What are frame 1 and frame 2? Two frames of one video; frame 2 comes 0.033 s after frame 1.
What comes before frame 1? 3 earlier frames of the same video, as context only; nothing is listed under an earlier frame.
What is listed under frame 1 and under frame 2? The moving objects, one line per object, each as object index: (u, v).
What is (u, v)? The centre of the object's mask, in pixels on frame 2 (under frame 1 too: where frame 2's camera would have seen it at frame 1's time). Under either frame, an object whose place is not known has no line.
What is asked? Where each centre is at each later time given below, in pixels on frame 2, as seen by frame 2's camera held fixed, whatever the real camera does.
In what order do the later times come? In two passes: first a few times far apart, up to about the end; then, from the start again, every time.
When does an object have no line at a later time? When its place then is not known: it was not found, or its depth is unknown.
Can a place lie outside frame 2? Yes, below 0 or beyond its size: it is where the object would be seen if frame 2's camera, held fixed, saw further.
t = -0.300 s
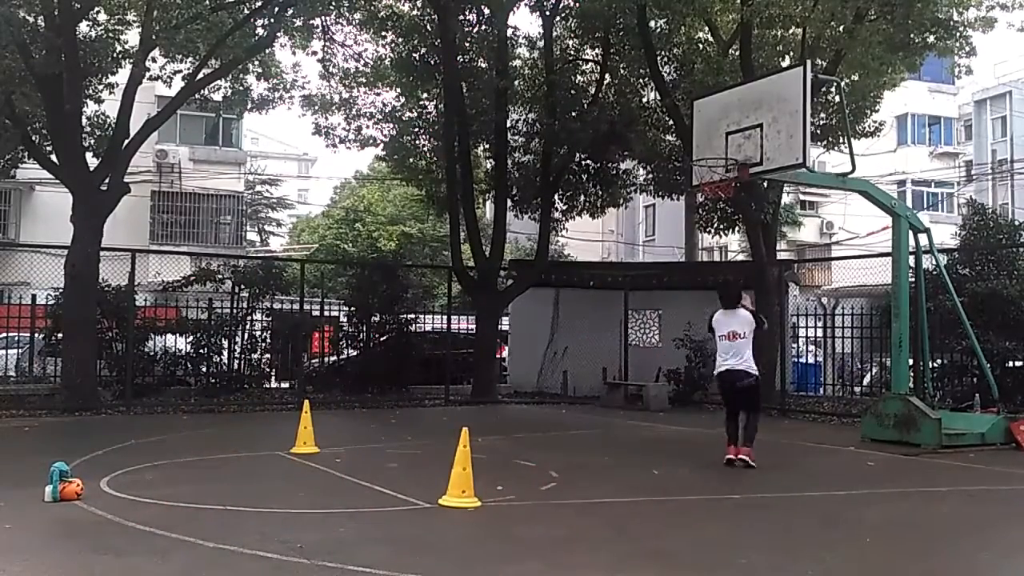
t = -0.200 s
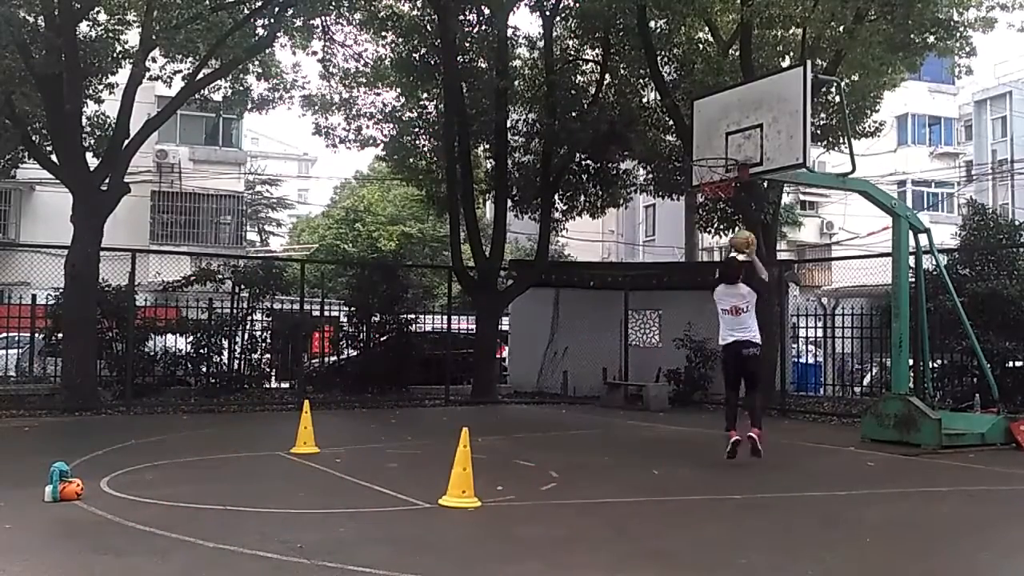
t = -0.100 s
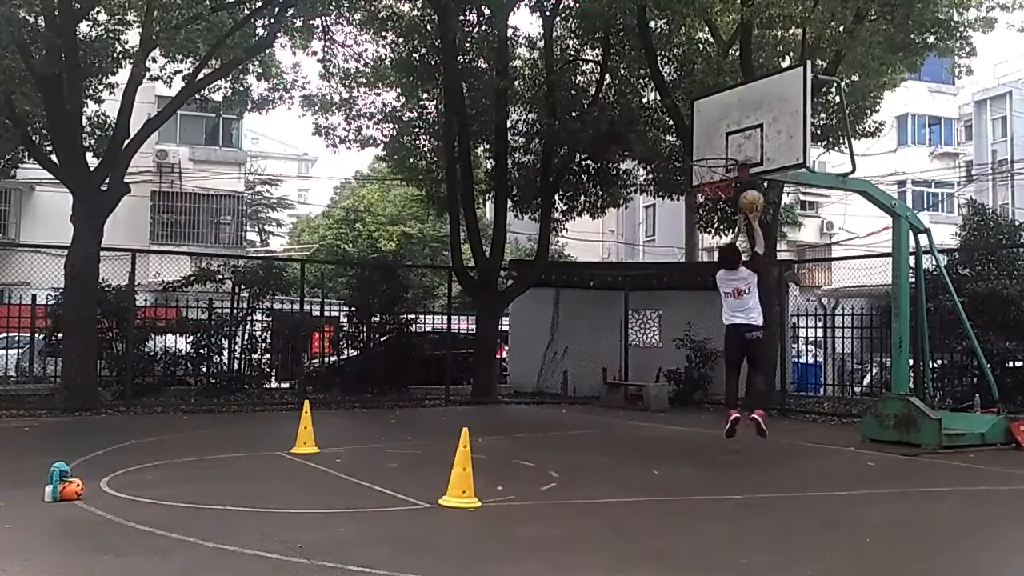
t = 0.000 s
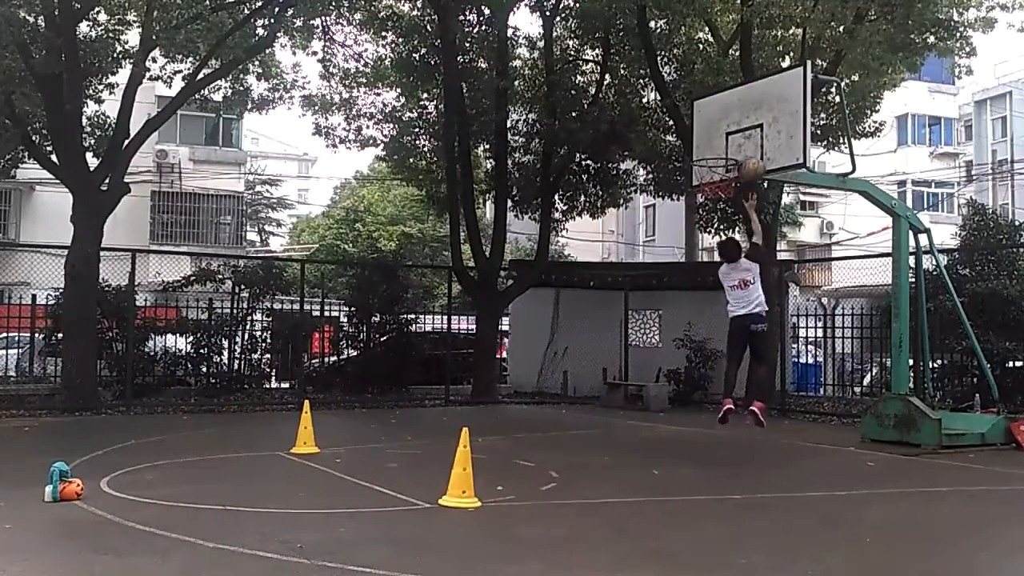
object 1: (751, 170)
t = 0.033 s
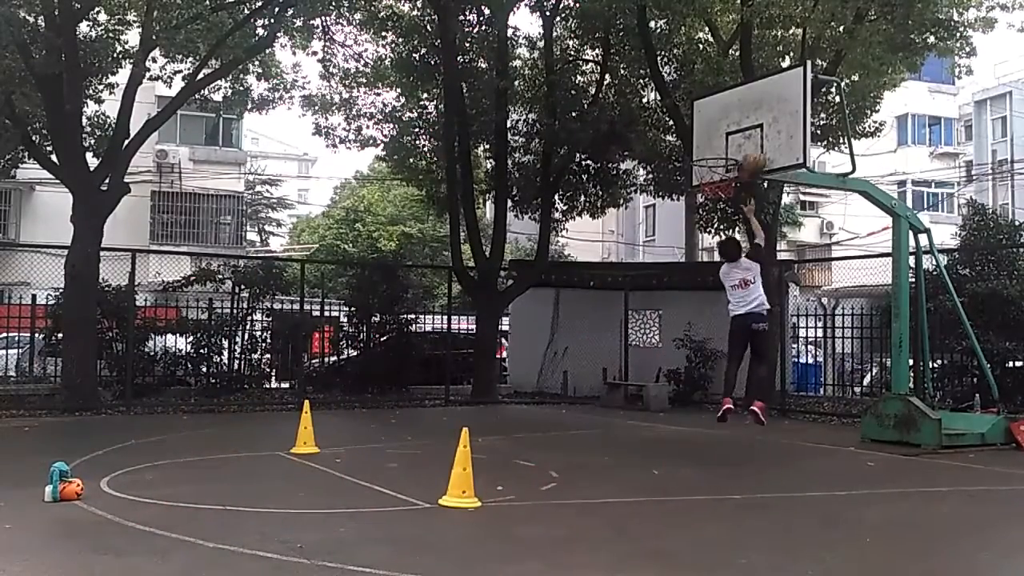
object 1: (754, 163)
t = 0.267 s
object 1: (746, 139)
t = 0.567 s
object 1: (701, 175)
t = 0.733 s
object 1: (699, 200)
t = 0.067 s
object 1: (754, 156)
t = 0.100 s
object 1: (755, 148)
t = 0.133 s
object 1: (755, 142)
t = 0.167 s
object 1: (752, 139)
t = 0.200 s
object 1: (749, 137)
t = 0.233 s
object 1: (746, 138)
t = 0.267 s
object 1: (746, 139)
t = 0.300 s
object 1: (734, 141)
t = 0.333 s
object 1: (730, 144)
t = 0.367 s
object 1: (724, 149)
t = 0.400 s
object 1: (720, 153)
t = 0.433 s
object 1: (716, 156)
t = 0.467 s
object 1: (714, 158)
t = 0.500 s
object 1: (711, 160)
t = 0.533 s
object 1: (705, 169)
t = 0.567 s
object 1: (701, 175)
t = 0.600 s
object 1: (699, 180)
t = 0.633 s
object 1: (700, 184)
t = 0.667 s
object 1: (699, 188)
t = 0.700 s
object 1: (699, 194)
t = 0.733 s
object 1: (699, 200)
